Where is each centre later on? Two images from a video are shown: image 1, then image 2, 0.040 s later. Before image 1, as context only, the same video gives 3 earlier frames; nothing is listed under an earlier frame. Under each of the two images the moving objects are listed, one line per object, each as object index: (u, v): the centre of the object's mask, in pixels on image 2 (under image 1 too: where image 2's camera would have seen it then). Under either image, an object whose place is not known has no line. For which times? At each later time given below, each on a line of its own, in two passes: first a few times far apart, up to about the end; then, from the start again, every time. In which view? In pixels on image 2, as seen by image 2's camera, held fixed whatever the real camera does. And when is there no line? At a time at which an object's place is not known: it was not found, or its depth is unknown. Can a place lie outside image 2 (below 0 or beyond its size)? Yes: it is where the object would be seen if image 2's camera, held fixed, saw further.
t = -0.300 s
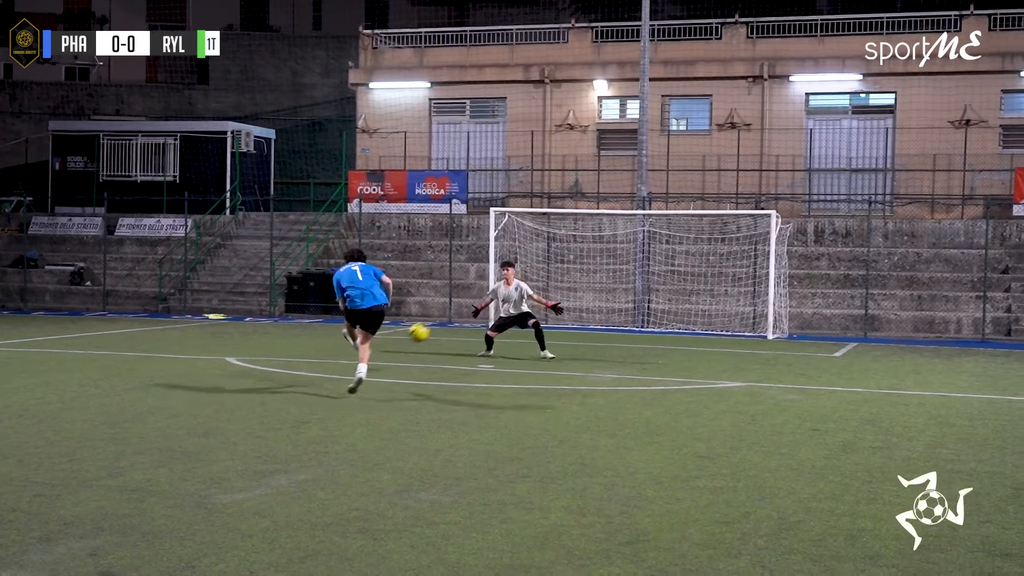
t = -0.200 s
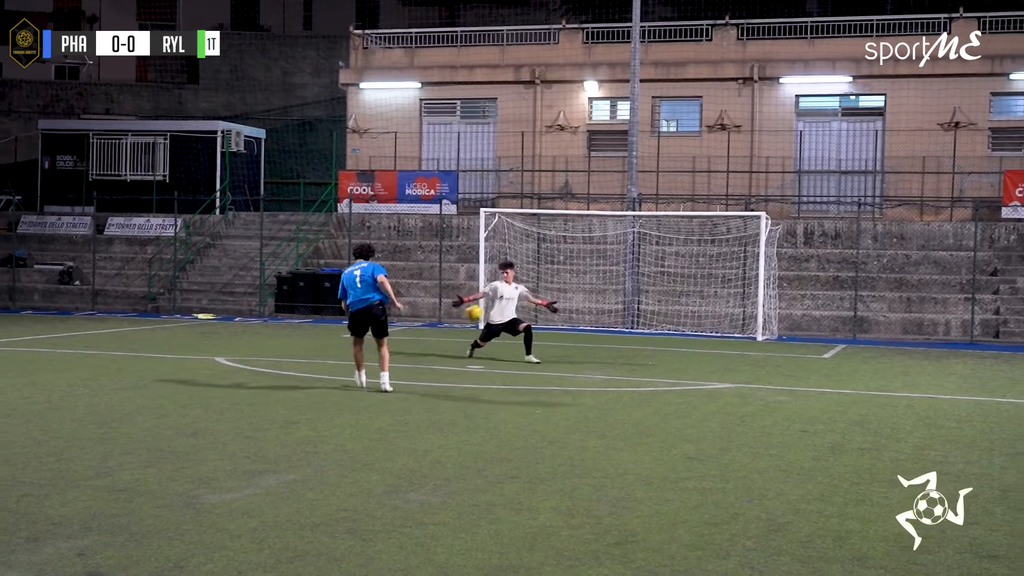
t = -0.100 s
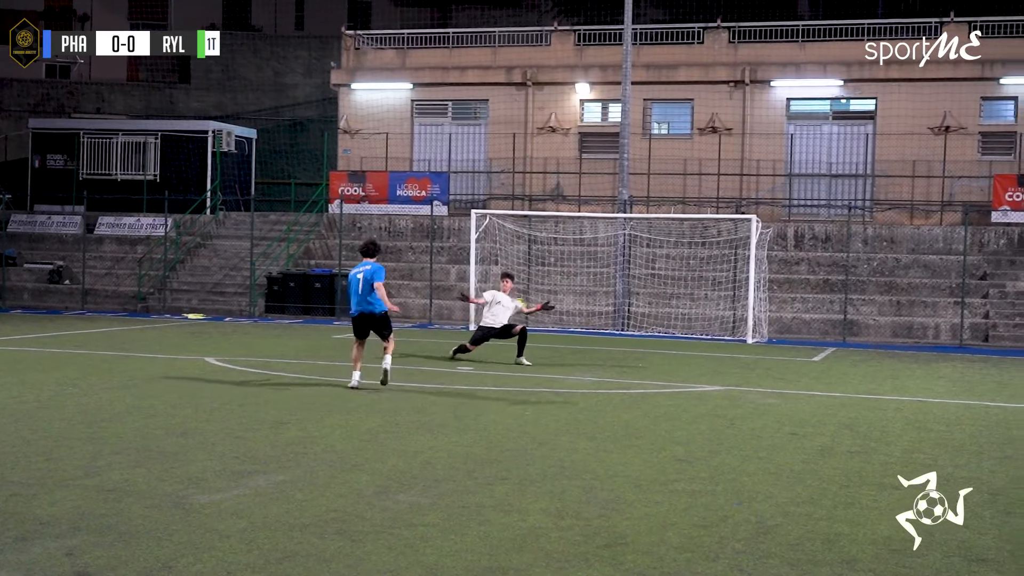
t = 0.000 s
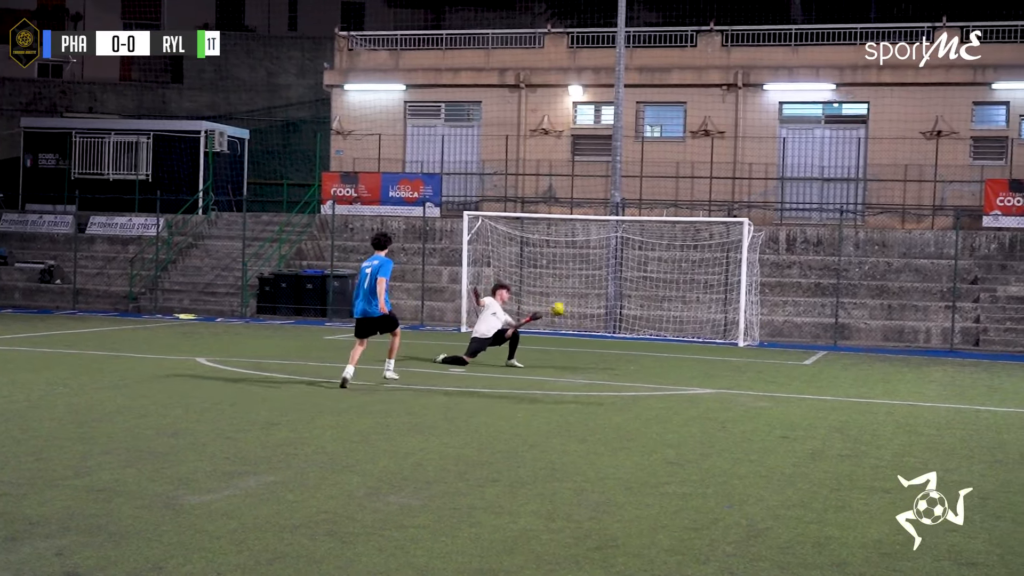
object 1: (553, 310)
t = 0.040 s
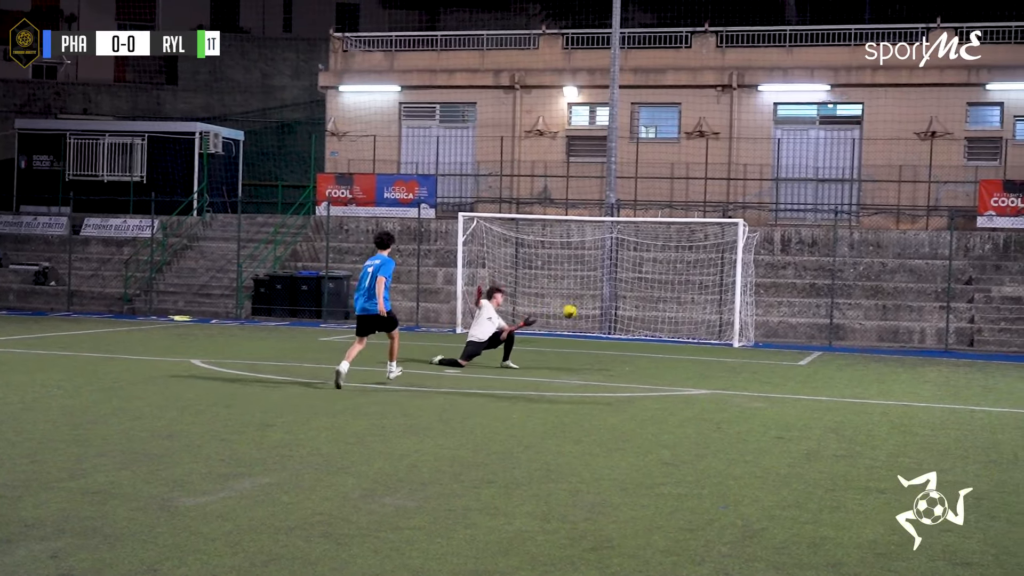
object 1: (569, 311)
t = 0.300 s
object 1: (626, 329)
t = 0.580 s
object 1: (624, 333)
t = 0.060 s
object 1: (578, 313)
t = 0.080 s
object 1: (586, 315)
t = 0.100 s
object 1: (593, 317)
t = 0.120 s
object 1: (600, 318)
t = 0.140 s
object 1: (608, 320)
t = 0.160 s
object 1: (615, 323)
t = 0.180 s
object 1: (623, 326)
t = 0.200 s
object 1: (627, 327)
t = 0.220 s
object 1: (627, 328)
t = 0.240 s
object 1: (627, 330)
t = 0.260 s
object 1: (626, 330)
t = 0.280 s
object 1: (626, 329)
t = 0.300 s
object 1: (626, 329)
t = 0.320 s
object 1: (625, 329)
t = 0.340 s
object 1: (626, 328)
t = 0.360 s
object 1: (625, 329)
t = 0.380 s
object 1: (625, 329)
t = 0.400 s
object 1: (625, 329)
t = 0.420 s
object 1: (625, 330)
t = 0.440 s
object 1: (625, 331)
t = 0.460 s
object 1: (625, 332)
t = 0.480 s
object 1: (624, 332)
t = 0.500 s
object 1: (624, 332)
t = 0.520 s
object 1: (624, 332)
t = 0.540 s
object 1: (624, 332)
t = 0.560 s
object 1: (624, 332)
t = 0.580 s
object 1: (624, 333)
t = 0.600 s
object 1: (624, 333)
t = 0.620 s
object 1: (623, 334)
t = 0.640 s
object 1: (623, 334)
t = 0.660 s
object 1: (624, 334)
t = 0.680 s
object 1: (624, 333)
